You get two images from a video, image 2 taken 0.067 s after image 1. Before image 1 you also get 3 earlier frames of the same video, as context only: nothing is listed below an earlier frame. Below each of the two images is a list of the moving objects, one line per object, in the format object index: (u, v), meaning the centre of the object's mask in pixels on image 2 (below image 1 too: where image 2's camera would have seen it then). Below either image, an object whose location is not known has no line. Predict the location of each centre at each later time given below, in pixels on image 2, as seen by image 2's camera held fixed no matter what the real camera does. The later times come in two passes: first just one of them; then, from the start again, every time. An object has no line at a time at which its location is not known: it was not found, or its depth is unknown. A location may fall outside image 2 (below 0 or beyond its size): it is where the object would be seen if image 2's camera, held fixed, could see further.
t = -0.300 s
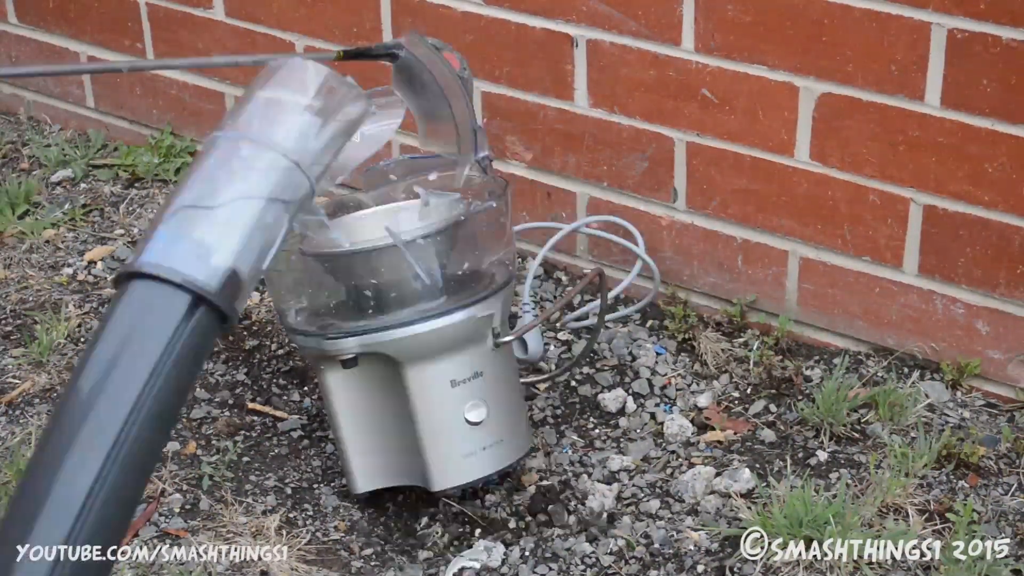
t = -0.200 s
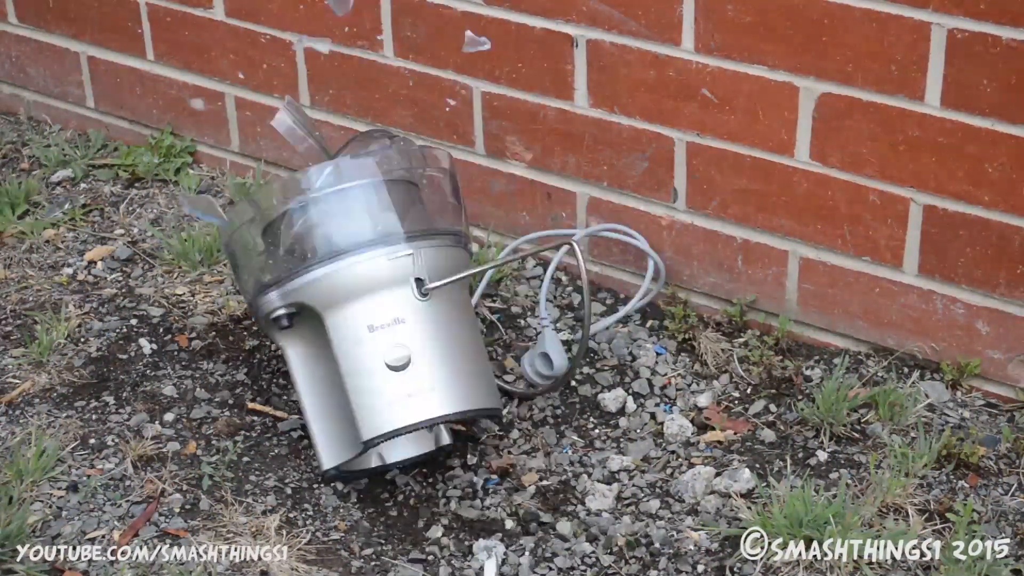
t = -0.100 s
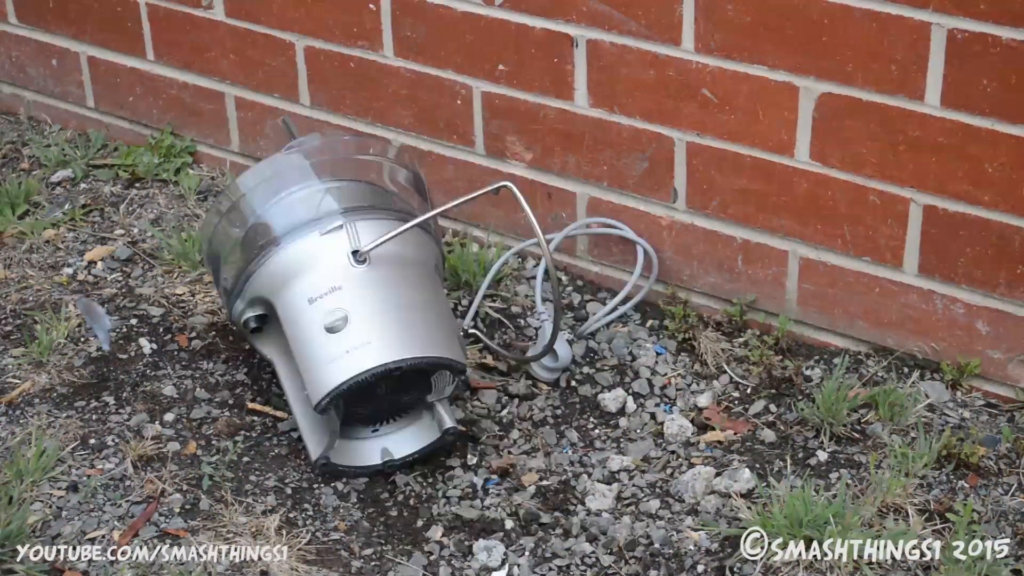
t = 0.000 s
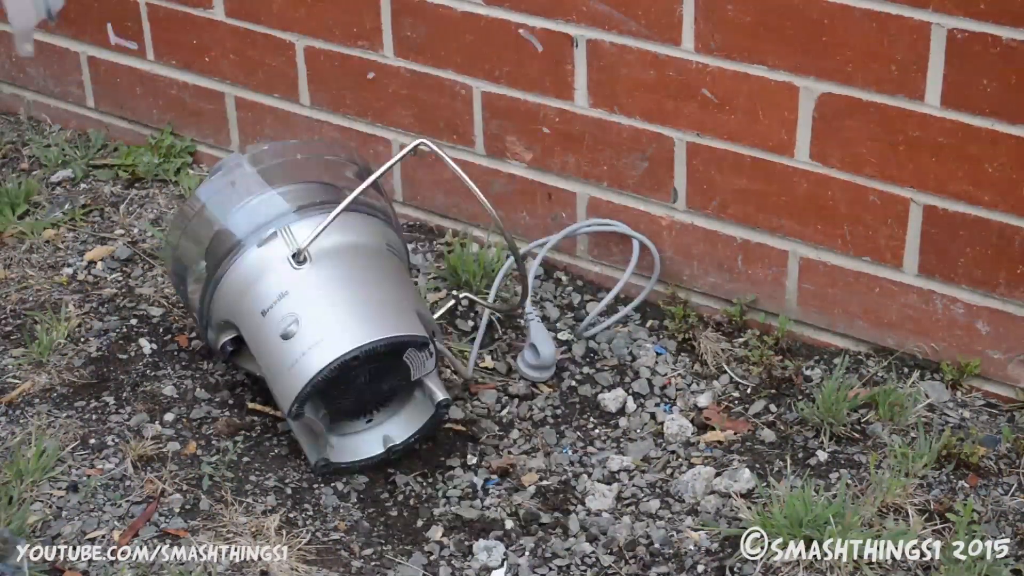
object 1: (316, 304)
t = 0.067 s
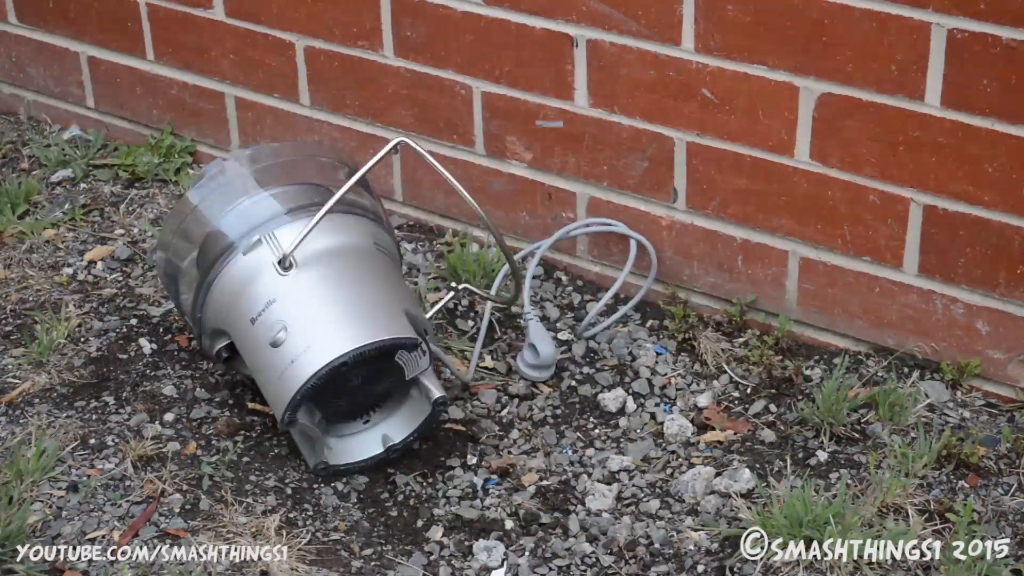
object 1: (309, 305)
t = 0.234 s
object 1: (320, 303)
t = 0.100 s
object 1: (307, 305)
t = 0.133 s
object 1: (314, 317)
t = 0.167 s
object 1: (311, 305)
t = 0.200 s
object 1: (316, 304)
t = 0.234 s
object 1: (320, 303)
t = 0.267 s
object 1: (331, 300)
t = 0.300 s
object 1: (334, 314)
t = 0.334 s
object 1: (339, 315)
